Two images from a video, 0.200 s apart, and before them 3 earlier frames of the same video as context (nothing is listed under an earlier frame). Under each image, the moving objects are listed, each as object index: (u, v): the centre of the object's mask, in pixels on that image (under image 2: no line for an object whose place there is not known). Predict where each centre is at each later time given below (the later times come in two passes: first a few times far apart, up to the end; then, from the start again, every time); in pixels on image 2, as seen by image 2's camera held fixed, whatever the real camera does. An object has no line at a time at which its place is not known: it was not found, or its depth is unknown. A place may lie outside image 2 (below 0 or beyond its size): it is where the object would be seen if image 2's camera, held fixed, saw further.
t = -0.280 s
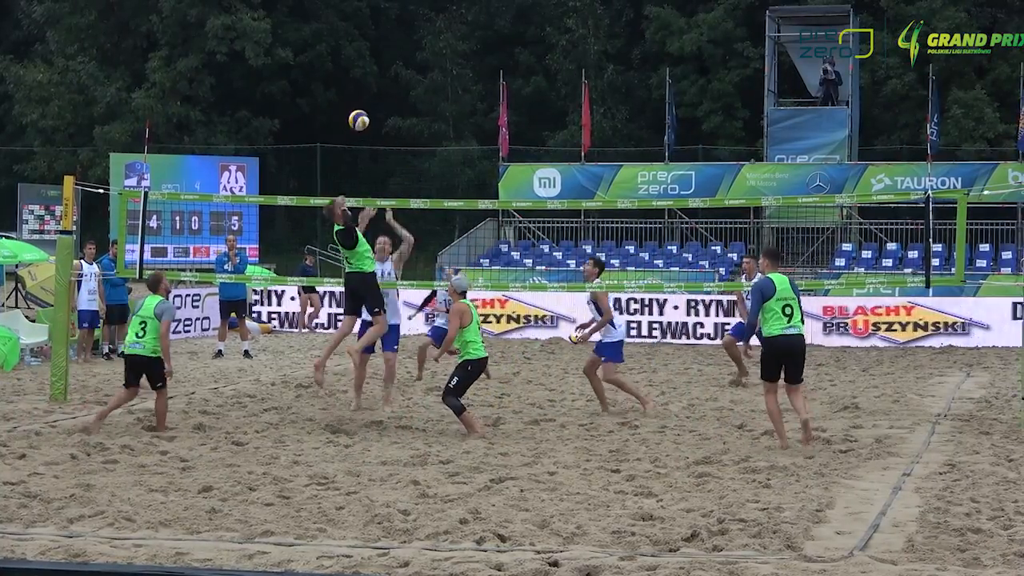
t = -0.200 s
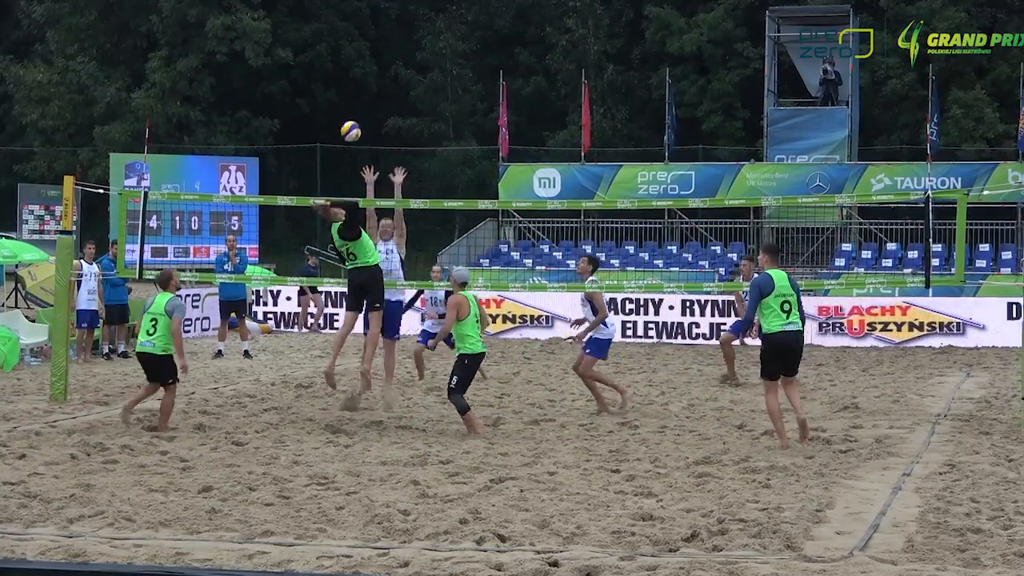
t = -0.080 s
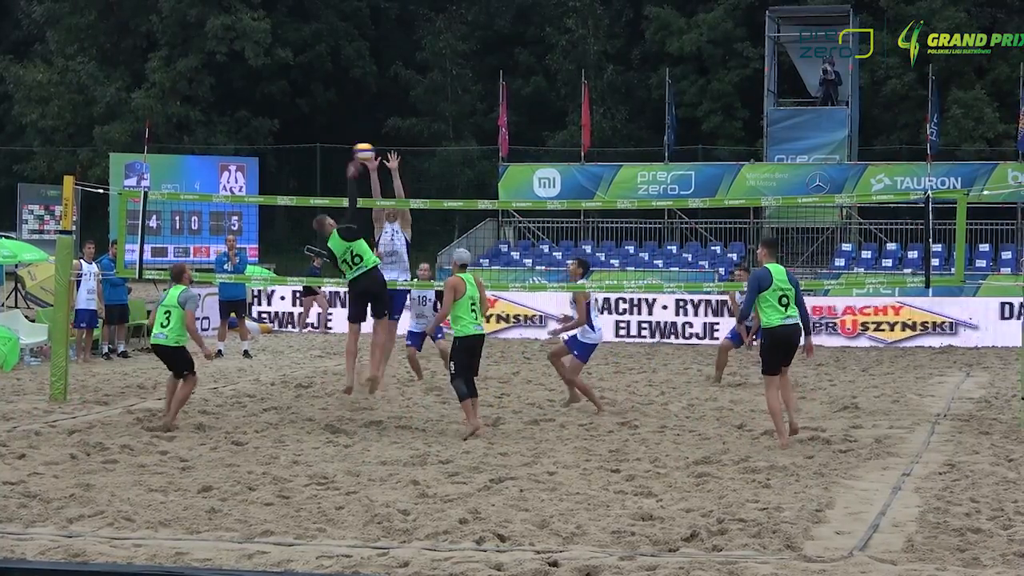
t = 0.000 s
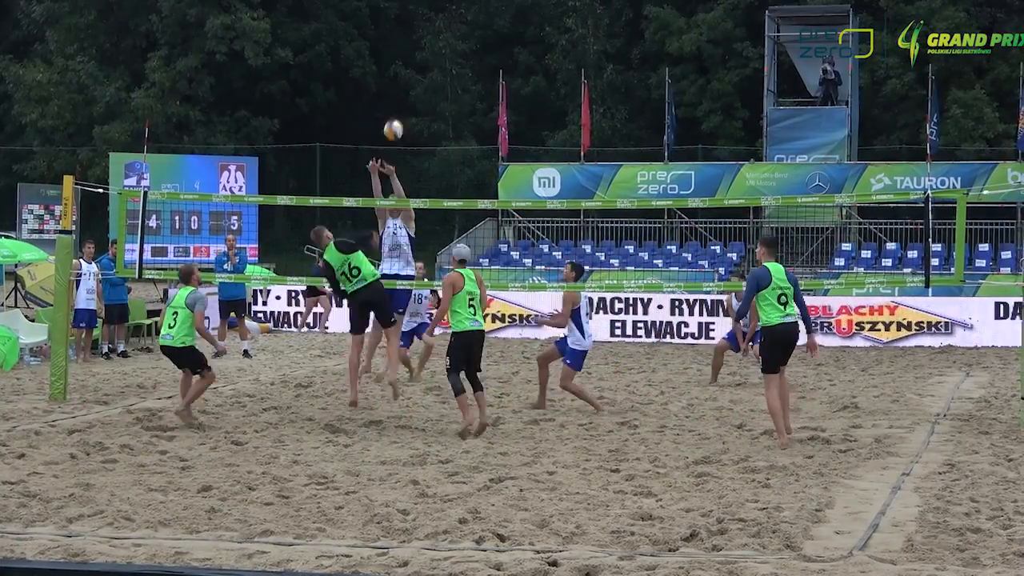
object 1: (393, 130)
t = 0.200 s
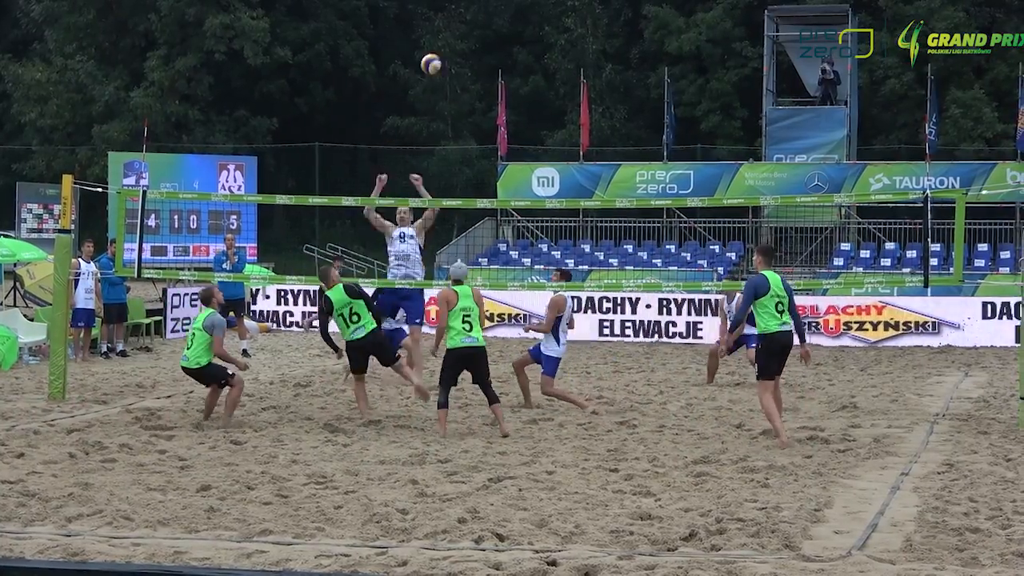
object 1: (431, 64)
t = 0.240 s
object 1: (439, 55)
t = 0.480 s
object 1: (488, 30)
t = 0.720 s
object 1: (541, 59)
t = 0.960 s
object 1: (596, 141)
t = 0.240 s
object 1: (439, 55)
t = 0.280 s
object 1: (447, 47)
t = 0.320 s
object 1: (455, 41)
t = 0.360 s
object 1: (463, 36)
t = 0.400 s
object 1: (471, 33)
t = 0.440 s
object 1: (480, 31)
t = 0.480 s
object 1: (488, 30)
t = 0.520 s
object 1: (497, 31)
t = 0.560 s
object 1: (505, 33)
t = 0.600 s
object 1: (514, 37)
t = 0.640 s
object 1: (523, 43)
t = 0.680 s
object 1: (532, 50)
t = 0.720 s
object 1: (541, 59)
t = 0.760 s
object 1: (550, 68)
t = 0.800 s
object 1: (559, 80)
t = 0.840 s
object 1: (568, 93)
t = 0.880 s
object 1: (577, 107)
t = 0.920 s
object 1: (587, 123)
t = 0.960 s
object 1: (596, 141)
